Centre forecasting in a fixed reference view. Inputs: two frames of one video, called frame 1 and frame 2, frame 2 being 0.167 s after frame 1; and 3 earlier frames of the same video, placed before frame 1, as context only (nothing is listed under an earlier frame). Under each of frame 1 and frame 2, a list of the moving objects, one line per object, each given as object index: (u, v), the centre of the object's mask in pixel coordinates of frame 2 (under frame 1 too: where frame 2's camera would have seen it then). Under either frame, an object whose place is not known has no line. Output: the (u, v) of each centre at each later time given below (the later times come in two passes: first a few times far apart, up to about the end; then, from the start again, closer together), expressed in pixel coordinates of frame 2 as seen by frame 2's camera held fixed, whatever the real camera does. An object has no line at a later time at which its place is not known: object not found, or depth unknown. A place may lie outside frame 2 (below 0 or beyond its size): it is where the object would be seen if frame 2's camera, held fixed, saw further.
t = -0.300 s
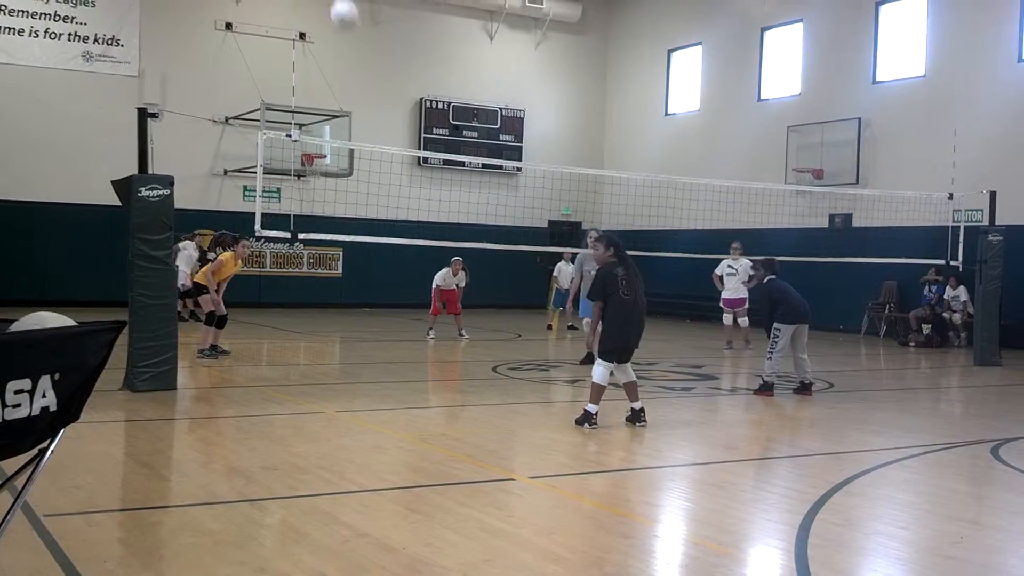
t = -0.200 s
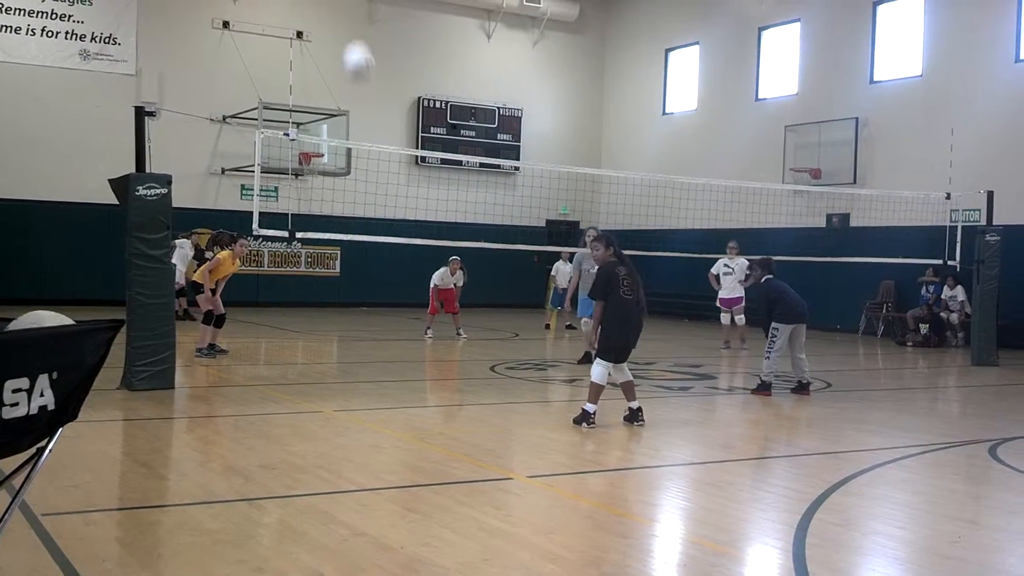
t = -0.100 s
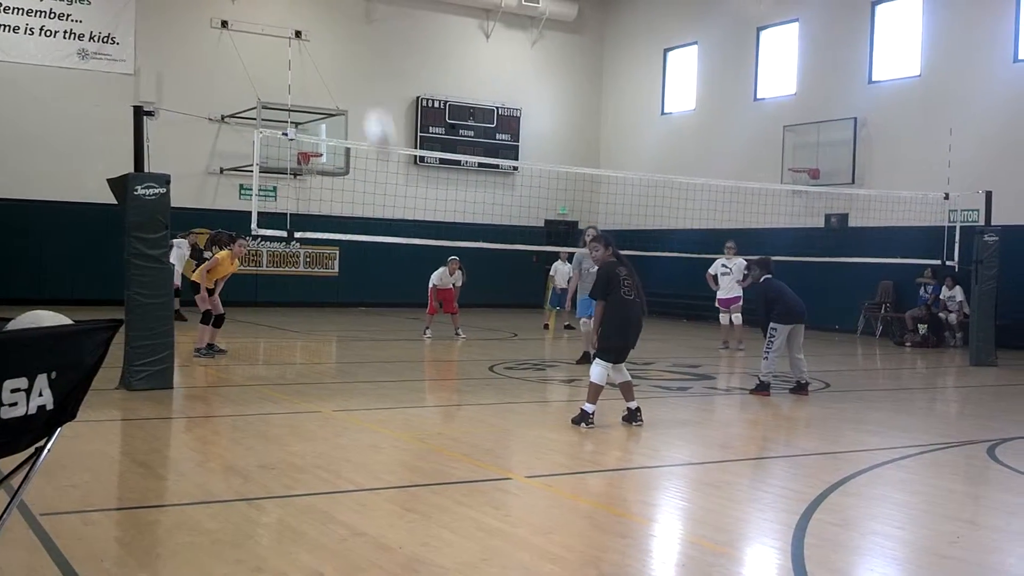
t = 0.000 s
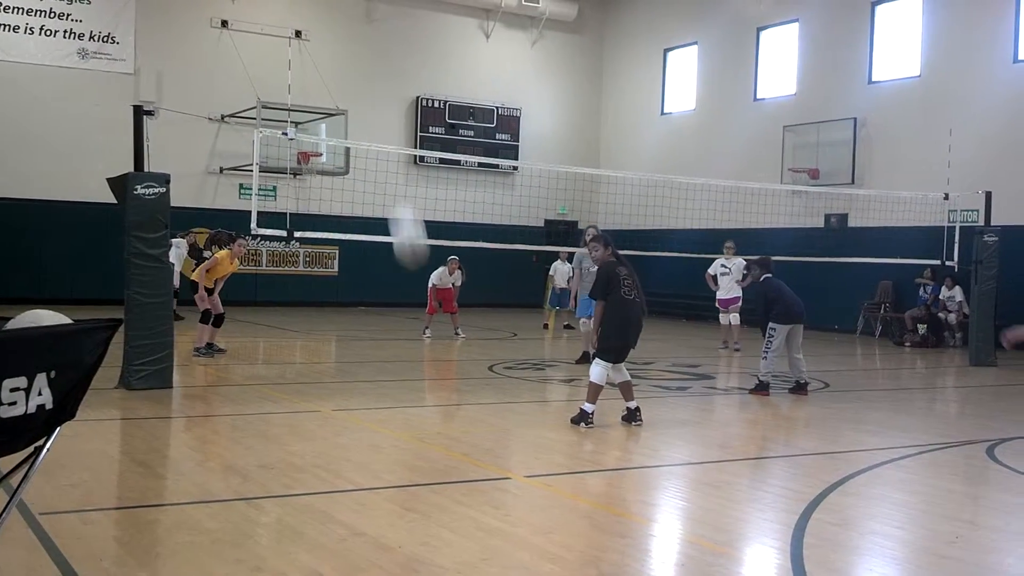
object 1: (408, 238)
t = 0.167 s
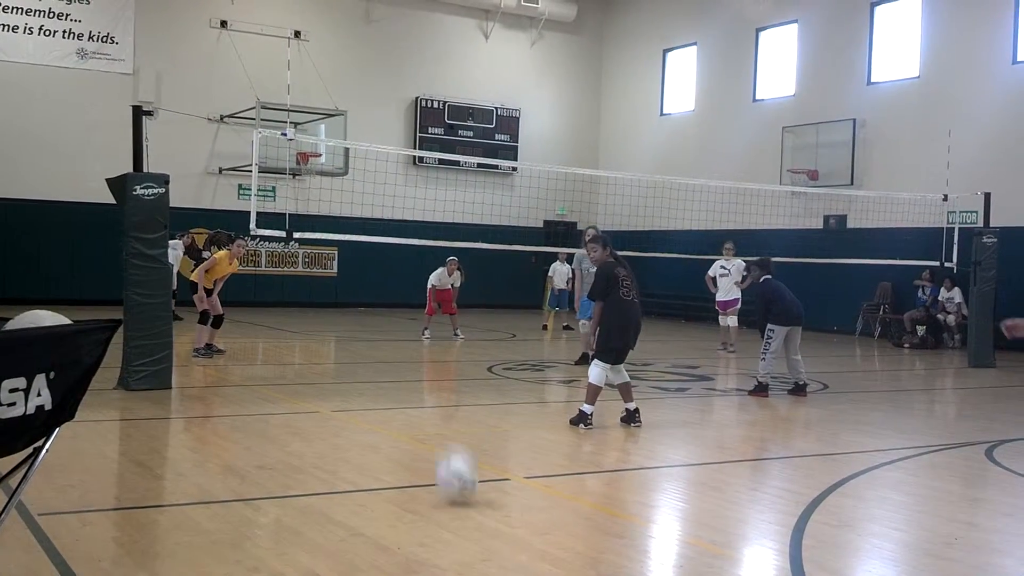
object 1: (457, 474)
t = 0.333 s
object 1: (482, 312)
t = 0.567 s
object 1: (523, 129)
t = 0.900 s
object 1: (610, 29)
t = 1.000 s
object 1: (640, 67)
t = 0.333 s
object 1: (482, 312)
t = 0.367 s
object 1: (487, 285)
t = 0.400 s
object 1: (492, 258)
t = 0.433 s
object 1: (498, 229)
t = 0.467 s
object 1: (503, 203)
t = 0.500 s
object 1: (510, 175)
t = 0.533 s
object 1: (515, 147)
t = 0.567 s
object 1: (523, 129)
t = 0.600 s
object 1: (529, 108)
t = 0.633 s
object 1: (538, 87)
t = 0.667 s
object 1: (547, 71)
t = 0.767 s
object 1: (572, 35)
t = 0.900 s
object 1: (610, 29)
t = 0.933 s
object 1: (621, 38)
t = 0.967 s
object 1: (631, 50)
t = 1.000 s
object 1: (640, 67)
